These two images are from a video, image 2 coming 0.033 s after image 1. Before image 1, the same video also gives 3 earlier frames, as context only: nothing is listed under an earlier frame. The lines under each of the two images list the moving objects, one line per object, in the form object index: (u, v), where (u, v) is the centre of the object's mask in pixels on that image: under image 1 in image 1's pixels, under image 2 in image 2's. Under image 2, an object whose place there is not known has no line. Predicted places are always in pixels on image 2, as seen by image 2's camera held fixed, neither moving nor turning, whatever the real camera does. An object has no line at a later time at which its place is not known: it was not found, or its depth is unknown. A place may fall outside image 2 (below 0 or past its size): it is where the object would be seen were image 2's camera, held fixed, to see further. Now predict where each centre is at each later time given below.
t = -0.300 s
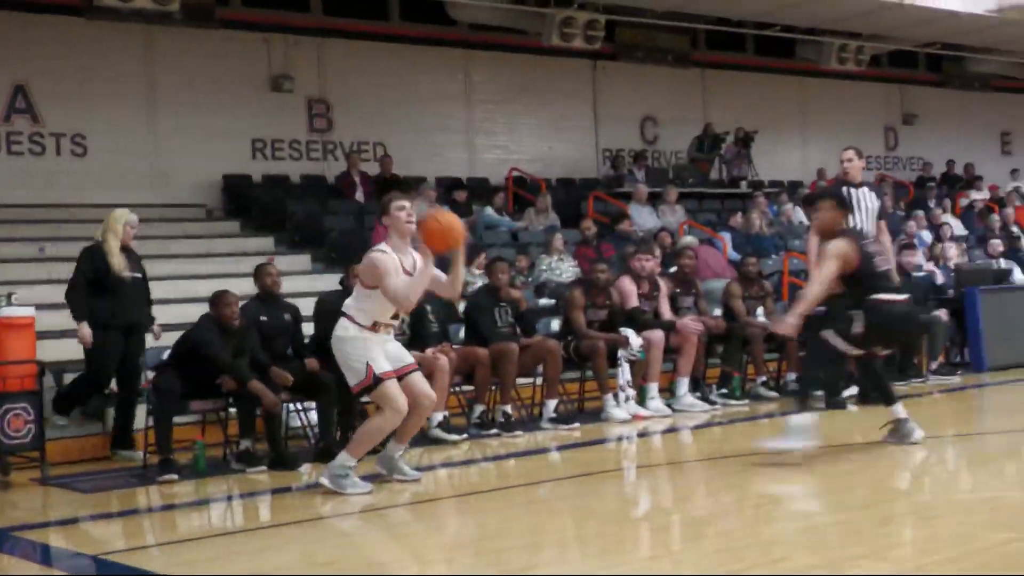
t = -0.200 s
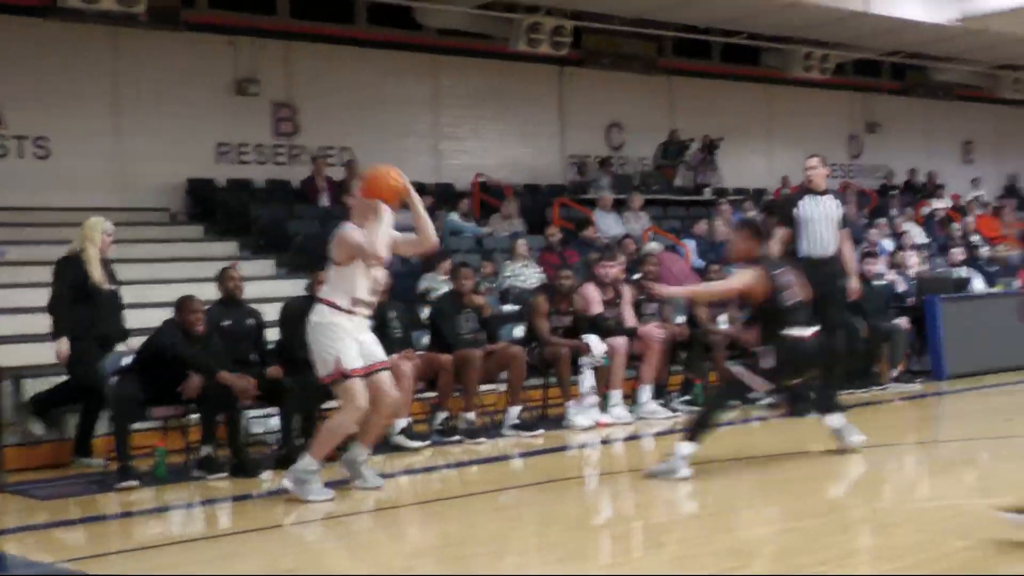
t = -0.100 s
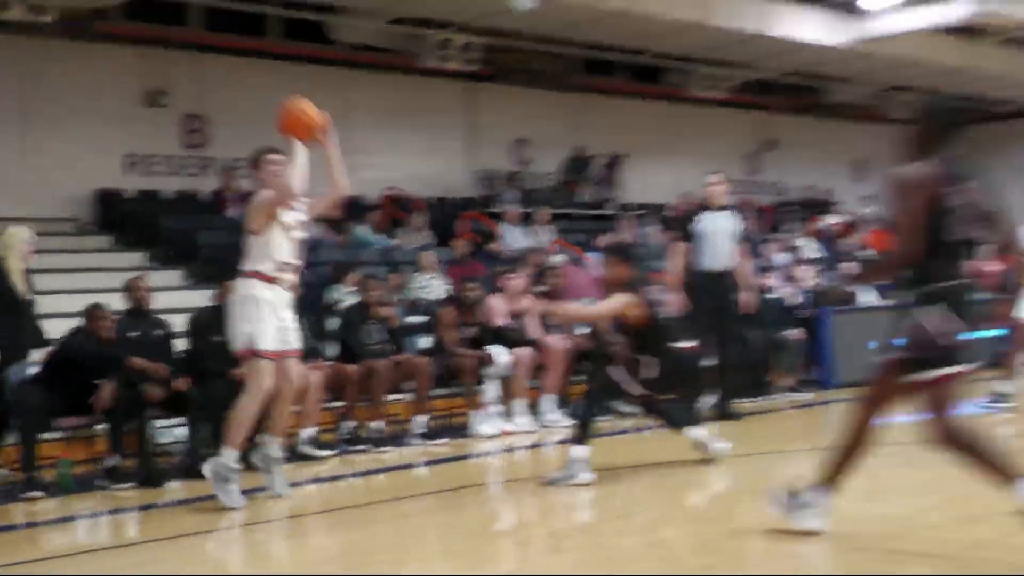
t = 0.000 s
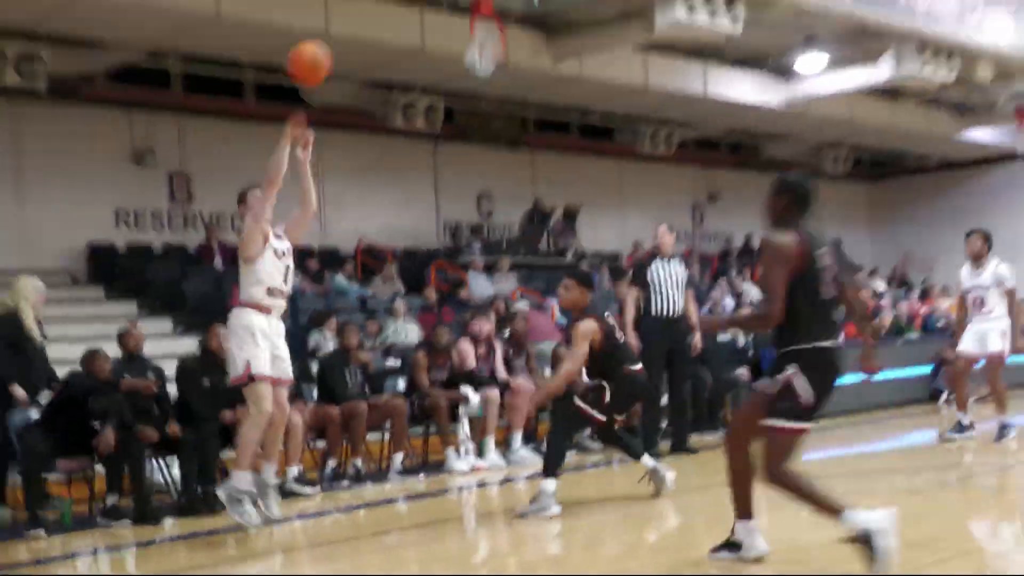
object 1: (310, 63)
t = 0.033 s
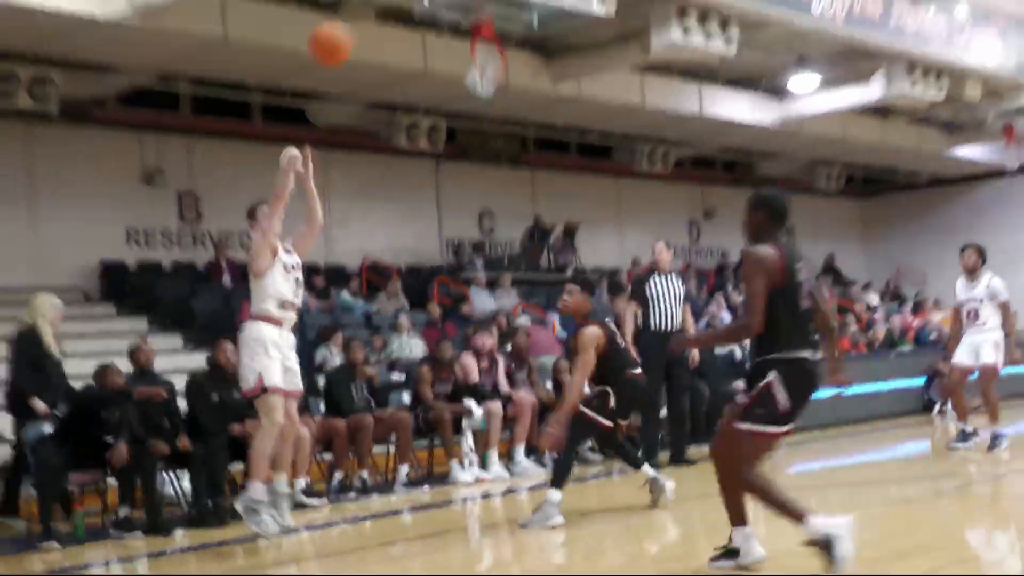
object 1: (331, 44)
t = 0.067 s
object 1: (348, 0)
